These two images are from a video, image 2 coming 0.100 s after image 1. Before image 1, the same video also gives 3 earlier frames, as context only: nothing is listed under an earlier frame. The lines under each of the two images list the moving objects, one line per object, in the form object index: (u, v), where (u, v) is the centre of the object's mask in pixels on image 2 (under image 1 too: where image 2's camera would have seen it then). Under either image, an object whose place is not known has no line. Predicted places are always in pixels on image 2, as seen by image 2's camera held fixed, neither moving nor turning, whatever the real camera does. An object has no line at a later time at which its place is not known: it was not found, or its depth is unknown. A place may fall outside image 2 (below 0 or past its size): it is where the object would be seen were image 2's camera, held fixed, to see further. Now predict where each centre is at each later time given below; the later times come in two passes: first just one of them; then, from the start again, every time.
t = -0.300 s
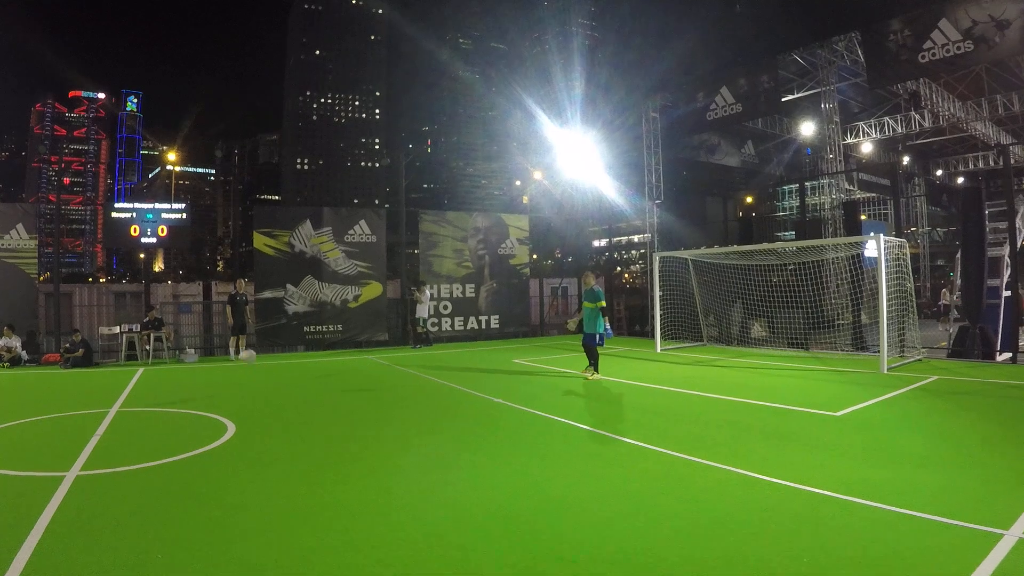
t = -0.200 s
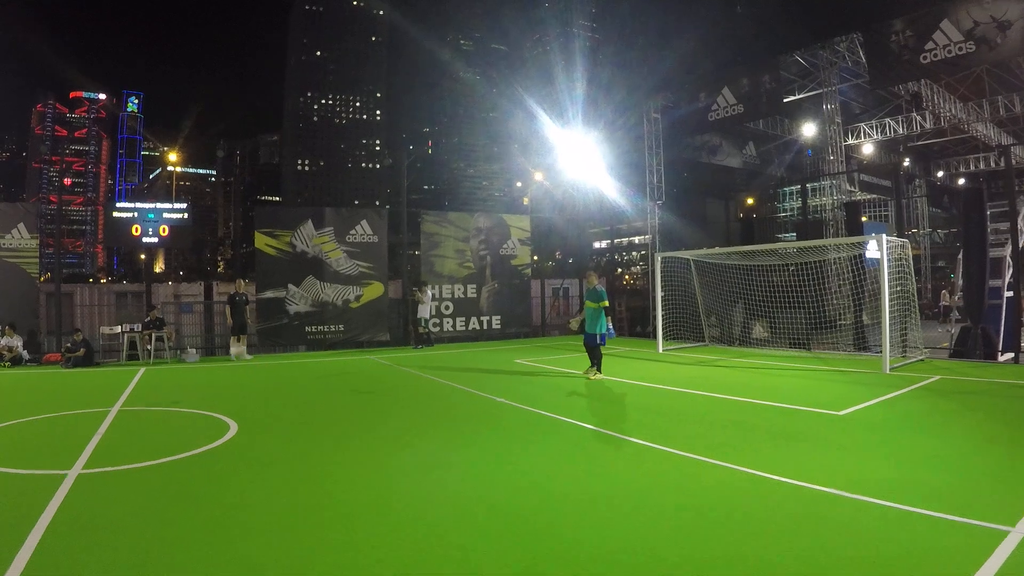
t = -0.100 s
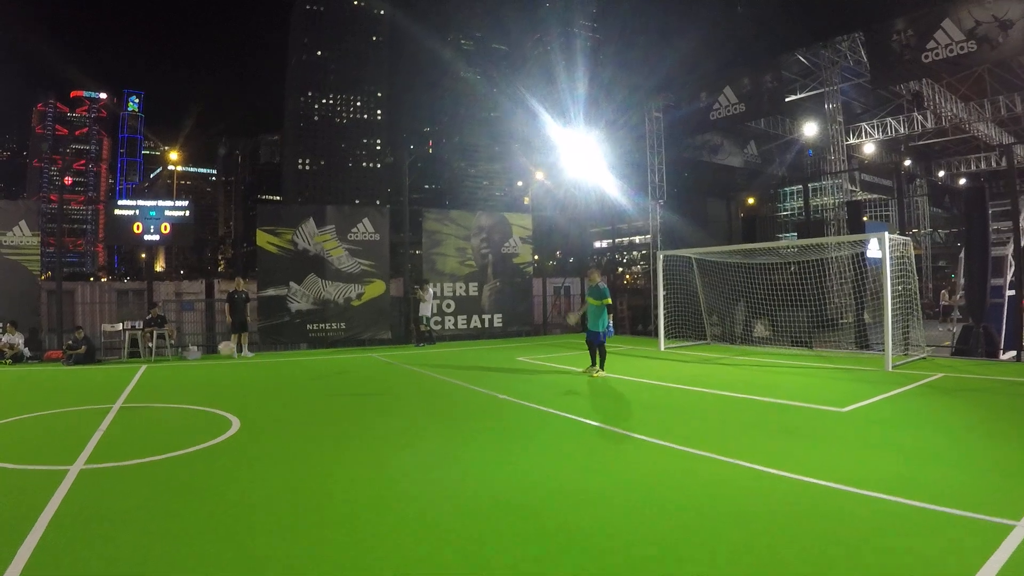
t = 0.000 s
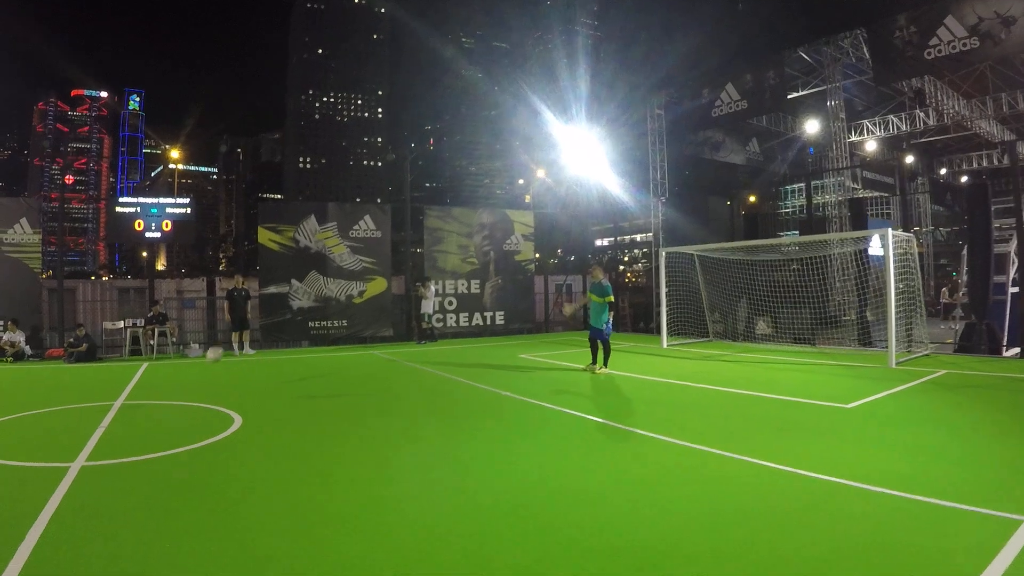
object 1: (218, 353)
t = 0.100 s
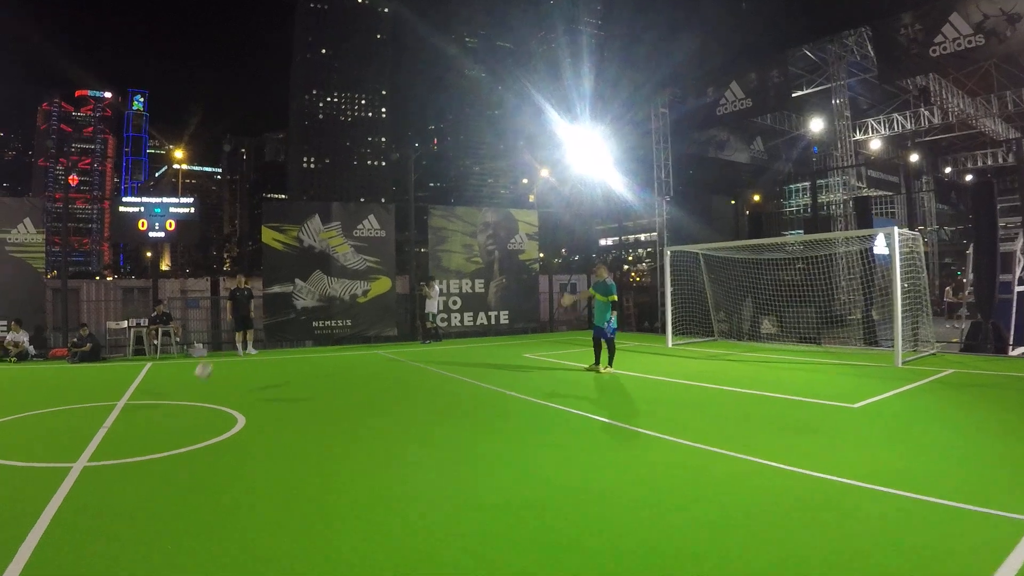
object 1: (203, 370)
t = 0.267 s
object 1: (177, 386)
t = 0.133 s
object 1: (198, 379)
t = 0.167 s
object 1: (193, 387)
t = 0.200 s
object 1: (188, 393)
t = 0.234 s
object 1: (182, 389)
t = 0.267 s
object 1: (177, 386)
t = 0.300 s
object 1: (172, 383)
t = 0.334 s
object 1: (166, 380)
